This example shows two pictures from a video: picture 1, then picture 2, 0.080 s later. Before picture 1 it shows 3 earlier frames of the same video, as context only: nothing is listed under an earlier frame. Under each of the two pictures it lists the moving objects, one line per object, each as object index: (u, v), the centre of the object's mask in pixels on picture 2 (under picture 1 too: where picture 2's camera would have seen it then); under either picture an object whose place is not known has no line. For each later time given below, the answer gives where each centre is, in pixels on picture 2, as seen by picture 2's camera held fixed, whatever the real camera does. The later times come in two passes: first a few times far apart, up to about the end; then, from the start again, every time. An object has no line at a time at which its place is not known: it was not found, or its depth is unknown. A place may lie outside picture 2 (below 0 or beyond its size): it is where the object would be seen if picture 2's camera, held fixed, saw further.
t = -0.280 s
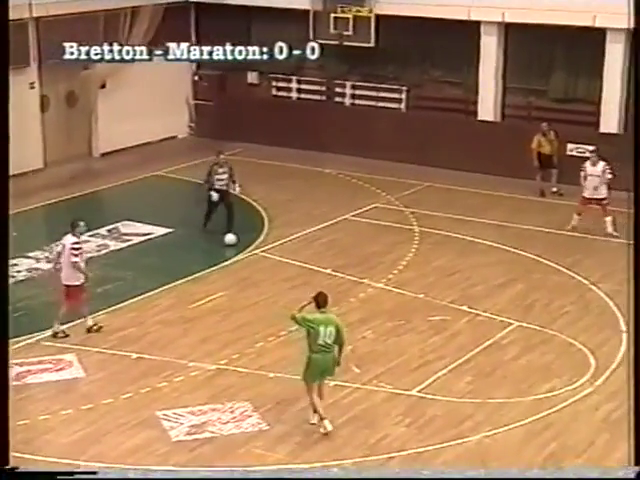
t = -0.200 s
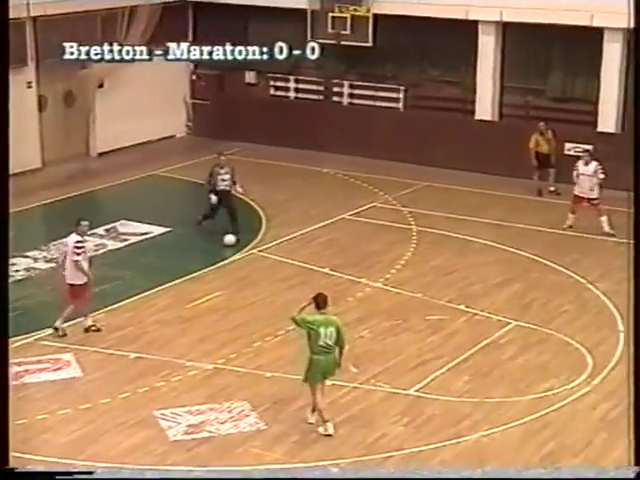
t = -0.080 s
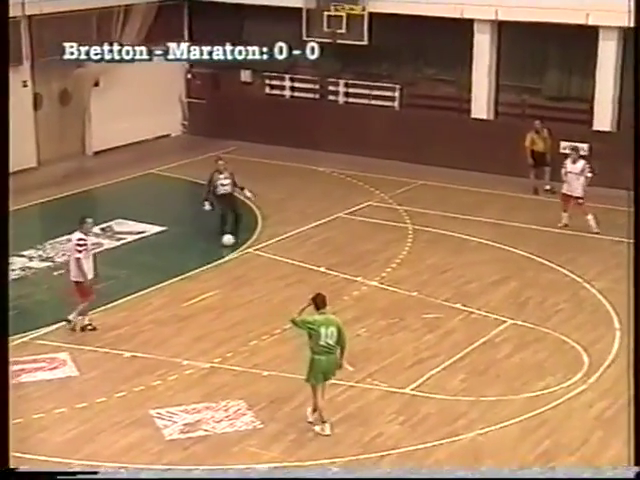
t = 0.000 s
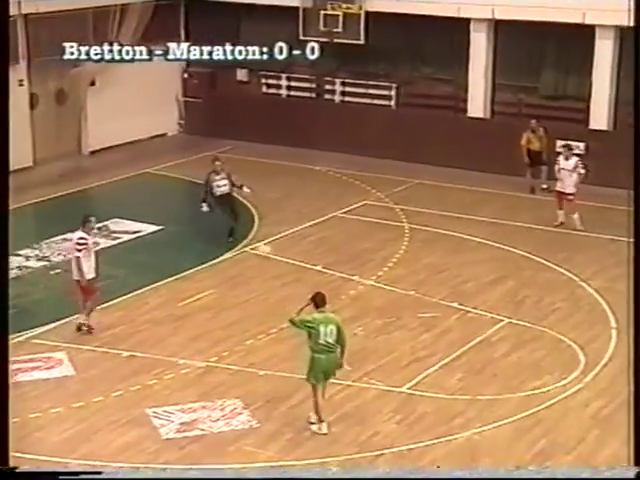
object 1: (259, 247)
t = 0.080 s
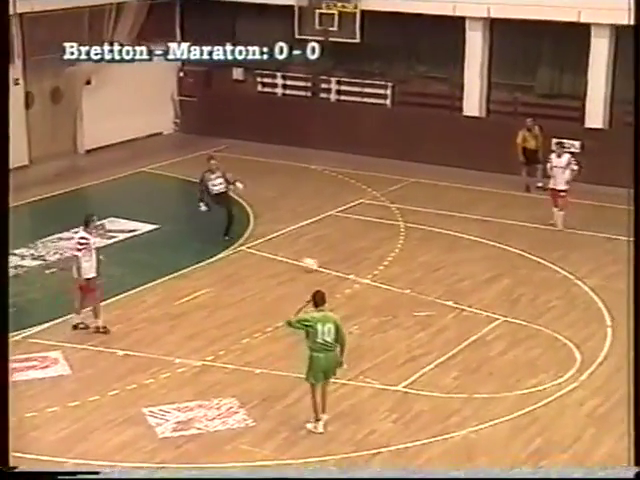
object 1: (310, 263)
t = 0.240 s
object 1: (413, 291)
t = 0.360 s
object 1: (493, 316)
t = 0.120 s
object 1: (335, 269)
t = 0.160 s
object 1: (361, 277)
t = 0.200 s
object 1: (386, 285)
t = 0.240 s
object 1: (413, 291)
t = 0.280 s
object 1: (438, 299)
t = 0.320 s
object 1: (466, 308)
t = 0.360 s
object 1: (493, 316)
